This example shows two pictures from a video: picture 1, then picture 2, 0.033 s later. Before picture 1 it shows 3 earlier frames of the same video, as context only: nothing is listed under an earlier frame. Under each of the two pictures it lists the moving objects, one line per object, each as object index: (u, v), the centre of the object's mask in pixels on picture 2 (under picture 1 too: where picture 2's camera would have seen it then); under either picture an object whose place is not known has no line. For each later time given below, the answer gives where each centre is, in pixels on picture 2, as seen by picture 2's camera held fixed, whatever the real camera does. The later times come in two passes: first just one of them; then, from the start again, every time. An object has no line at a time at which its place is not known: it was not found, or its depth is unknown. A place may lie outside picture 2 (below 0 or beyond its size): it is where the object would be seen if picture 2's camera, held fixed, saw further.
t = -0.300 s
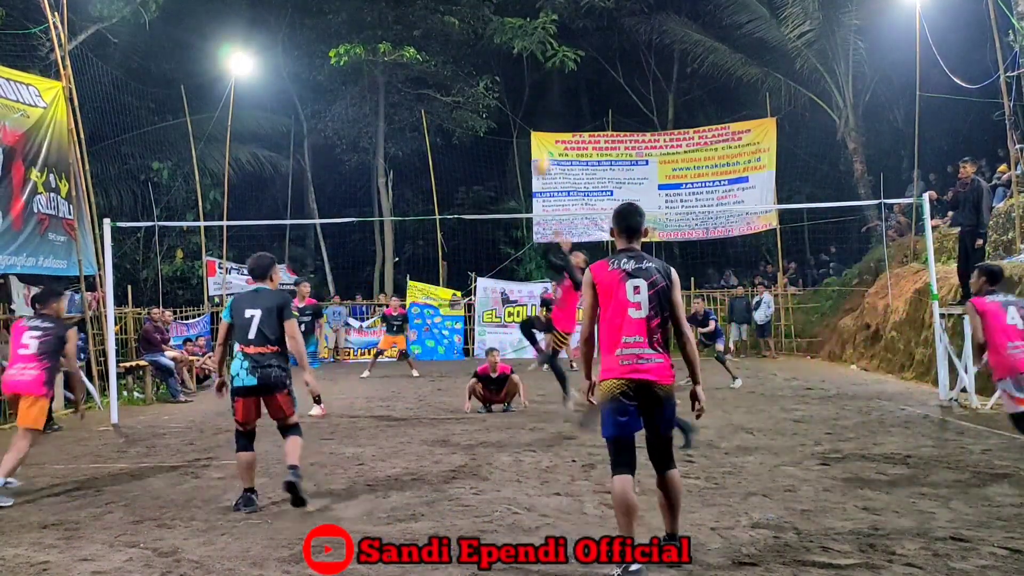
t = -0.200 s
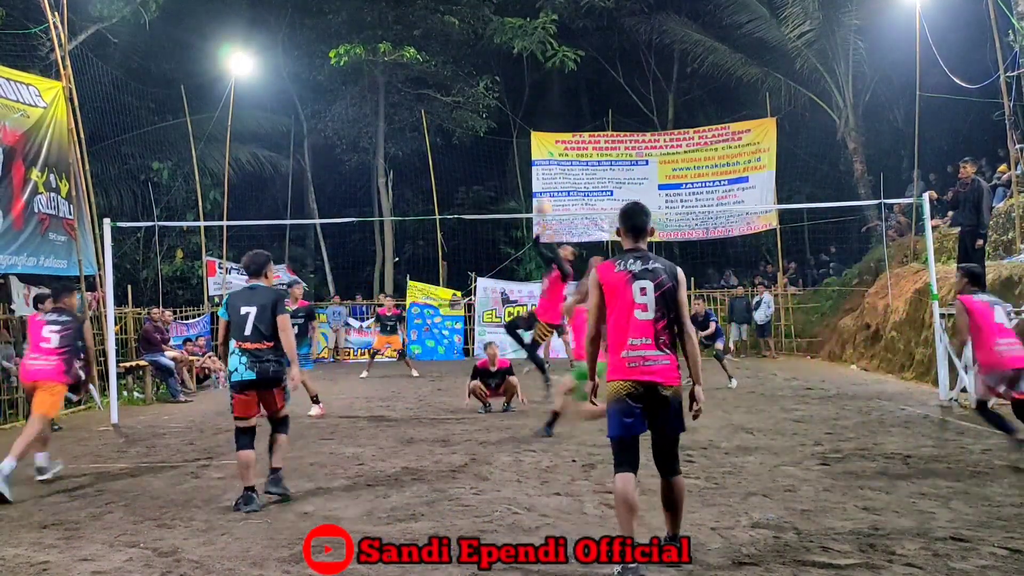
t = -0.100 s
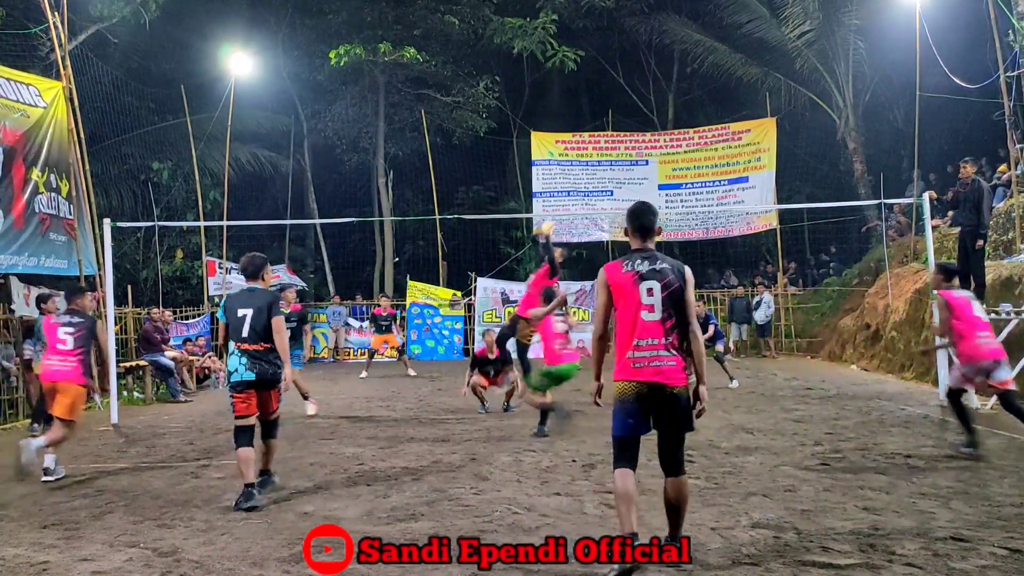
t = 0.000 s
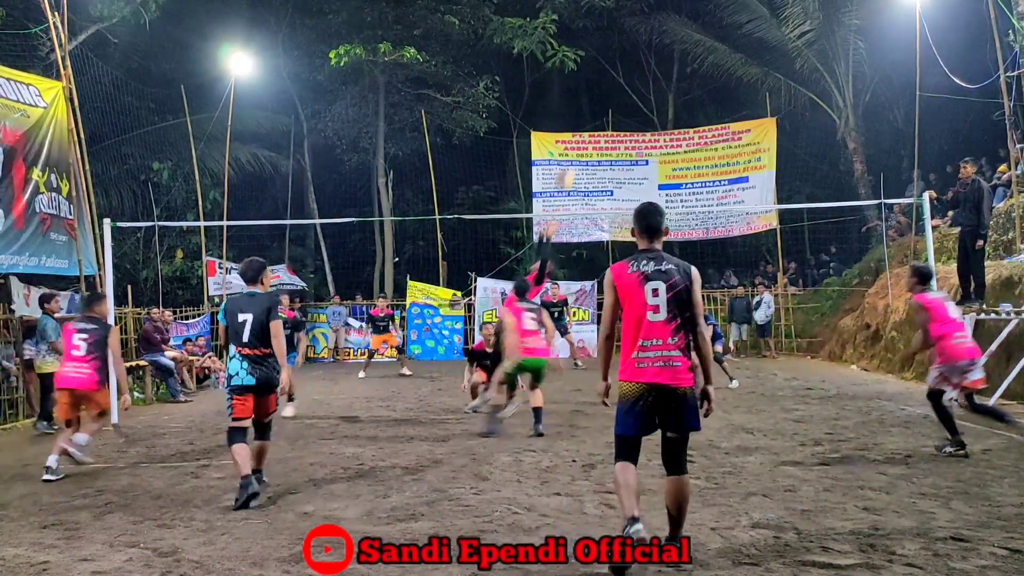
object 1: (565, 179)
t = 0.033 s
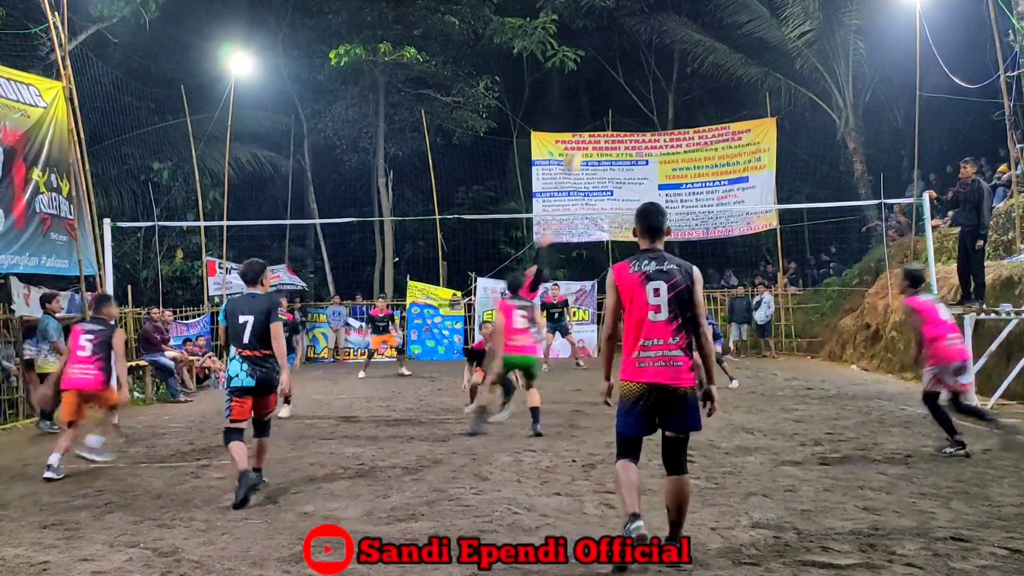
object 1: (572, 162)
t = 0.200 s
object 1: (608, 96)
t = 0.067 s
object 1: (580, 145)
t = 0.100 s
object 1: (588, 130)
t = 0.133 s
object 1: (594, 119)
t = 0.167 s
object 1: (601, 107)
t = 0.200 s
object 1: (608, 96)
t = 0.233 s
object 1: (615, 86)
